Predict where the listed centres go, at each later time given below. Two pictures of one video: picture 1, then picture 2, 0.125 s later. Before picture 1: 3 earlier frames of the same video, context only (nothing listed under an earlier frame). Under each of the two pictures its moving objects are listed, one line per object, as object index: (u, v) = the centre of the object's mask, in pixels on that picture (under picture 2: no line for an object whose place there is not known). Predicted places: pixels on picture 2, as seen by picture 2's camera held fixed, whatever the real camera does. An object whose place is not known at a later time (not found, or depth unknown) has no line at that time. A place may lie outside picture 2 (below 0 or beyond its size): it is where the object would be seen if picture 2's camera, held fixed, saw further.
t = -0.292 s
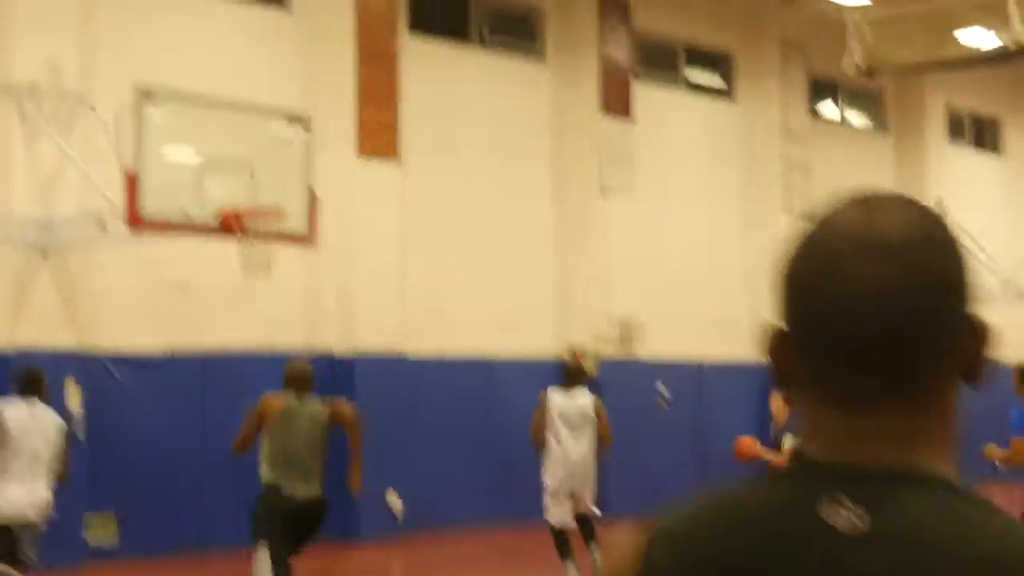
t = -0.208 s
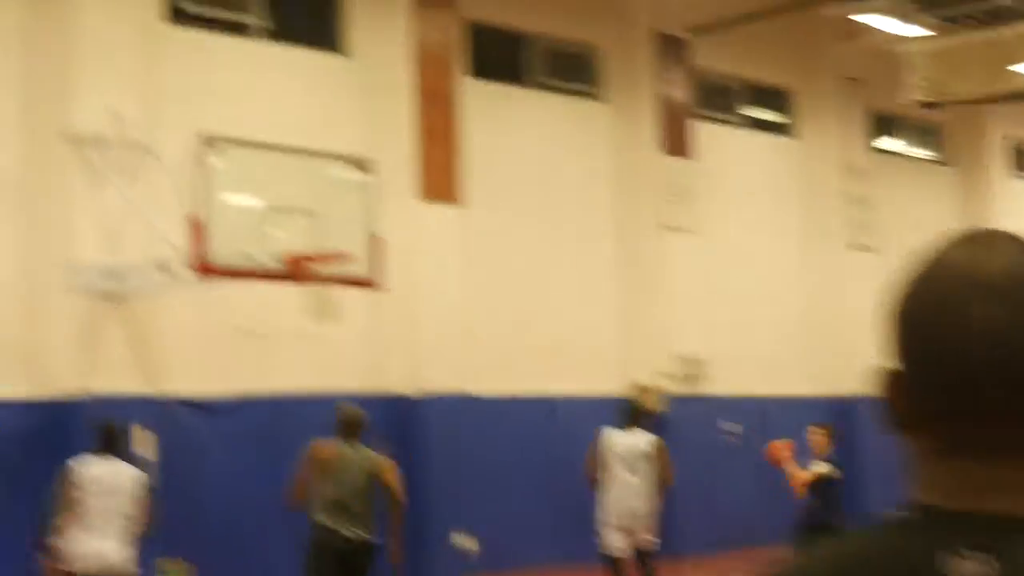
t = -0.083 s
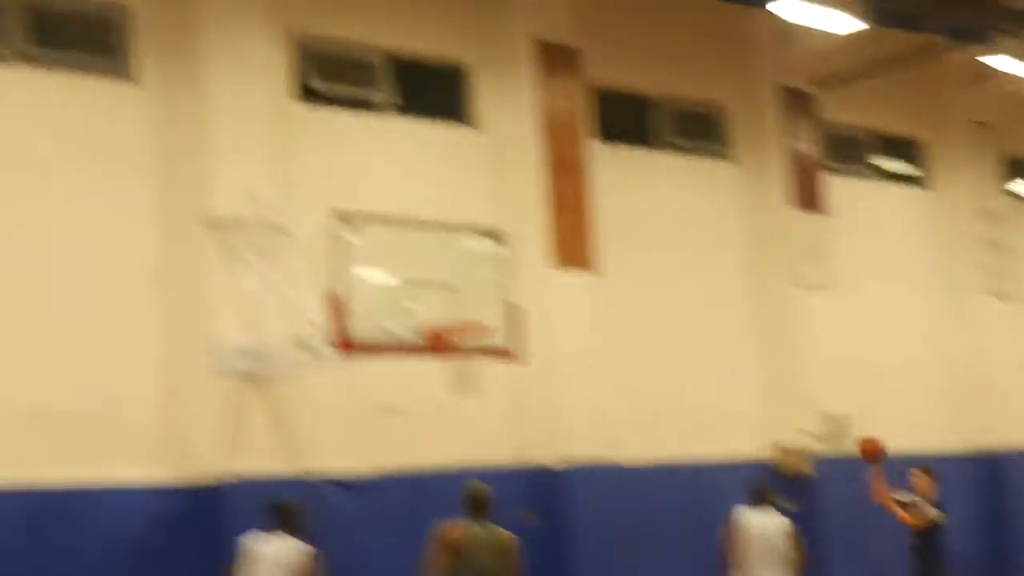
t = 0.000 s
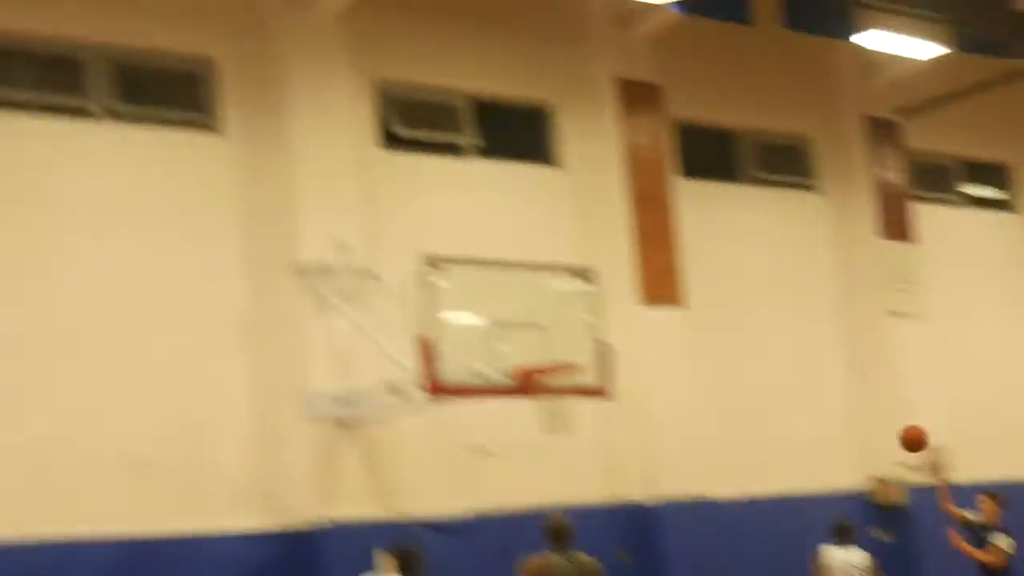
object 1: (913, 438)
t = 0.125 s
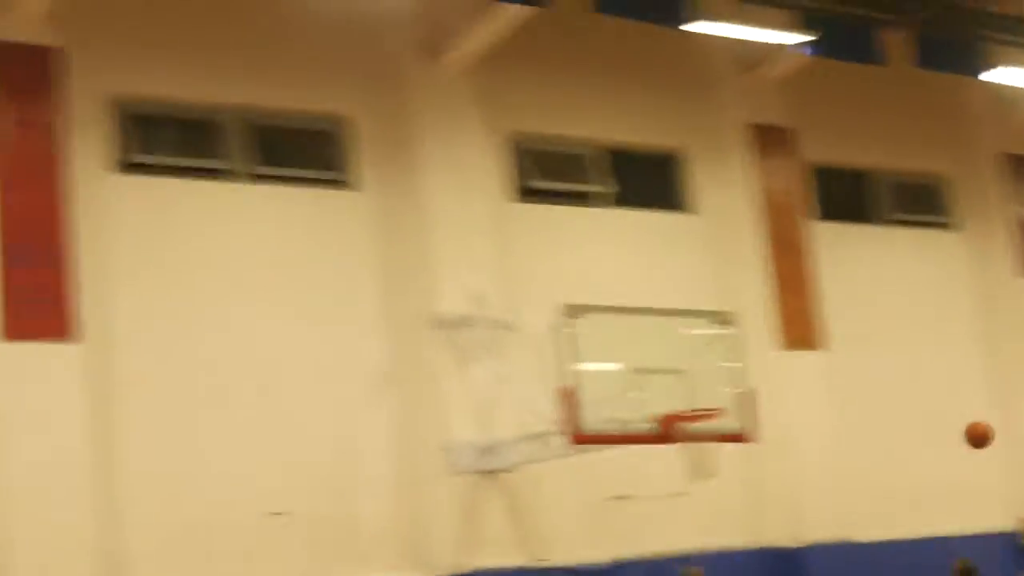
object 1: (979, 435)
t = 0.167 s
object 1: (949, 424)
